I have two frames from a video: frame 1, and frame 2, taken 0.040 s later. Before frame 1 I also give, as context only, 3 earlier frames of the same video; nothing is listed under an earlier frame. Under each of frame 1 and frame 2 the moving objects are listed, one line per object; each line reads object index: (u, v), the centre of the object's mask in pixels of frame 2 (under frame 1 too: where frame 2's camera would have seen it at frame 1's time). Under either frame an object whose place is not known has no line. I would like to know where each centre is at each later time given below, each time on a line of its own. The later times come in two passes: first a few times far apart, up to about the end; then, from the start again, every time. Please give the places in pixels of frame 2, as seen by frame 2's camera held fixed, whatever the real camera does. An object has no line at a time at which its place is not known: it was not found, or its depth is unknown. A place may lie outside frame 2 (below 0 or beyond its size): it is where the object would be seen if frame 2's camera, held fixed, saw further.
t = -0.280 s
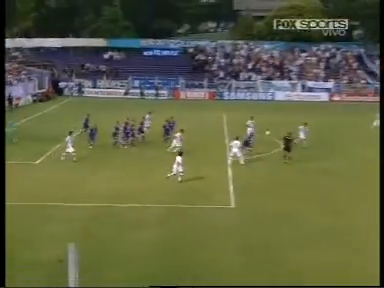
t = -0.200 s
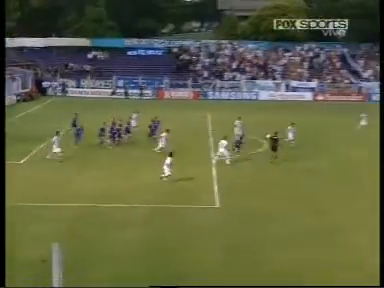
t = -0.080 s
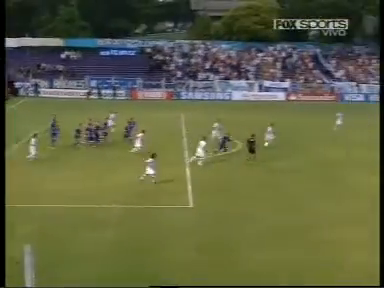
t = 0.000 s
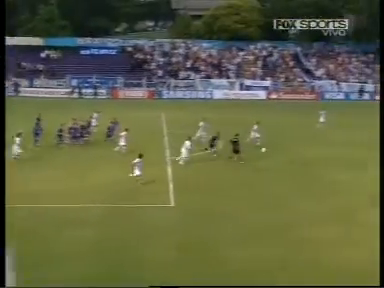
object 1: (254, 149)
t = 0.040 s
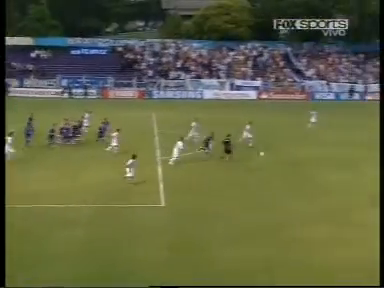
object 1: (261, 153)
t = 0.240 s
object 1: (293, 156)
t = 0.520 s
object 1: (326, 151)
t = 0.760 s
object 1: (356, 157)
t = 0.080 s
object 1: (269, 157)
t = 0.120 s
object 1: (277, 162)
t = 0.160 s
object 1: (283, 160)
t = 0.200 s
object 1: (287, 158)
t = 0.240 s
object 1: (293, 156)
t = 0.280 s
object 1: (297, 155)
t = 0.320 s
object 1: (302, 153)
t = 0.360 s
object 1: (307, 152)
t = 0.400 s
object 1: (312, 151)
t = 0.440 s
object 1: (317, 151)
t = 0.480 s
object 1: (322, 150)
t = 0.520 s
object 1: (326, 151)
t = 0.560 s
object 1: (332, 151)
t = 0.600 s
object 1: (337, 152)
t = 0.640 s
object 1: (342, 153)
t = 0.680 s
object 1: (347, 154)
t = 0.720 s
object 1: (351, 156)
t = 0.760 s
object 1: (356, 157)
